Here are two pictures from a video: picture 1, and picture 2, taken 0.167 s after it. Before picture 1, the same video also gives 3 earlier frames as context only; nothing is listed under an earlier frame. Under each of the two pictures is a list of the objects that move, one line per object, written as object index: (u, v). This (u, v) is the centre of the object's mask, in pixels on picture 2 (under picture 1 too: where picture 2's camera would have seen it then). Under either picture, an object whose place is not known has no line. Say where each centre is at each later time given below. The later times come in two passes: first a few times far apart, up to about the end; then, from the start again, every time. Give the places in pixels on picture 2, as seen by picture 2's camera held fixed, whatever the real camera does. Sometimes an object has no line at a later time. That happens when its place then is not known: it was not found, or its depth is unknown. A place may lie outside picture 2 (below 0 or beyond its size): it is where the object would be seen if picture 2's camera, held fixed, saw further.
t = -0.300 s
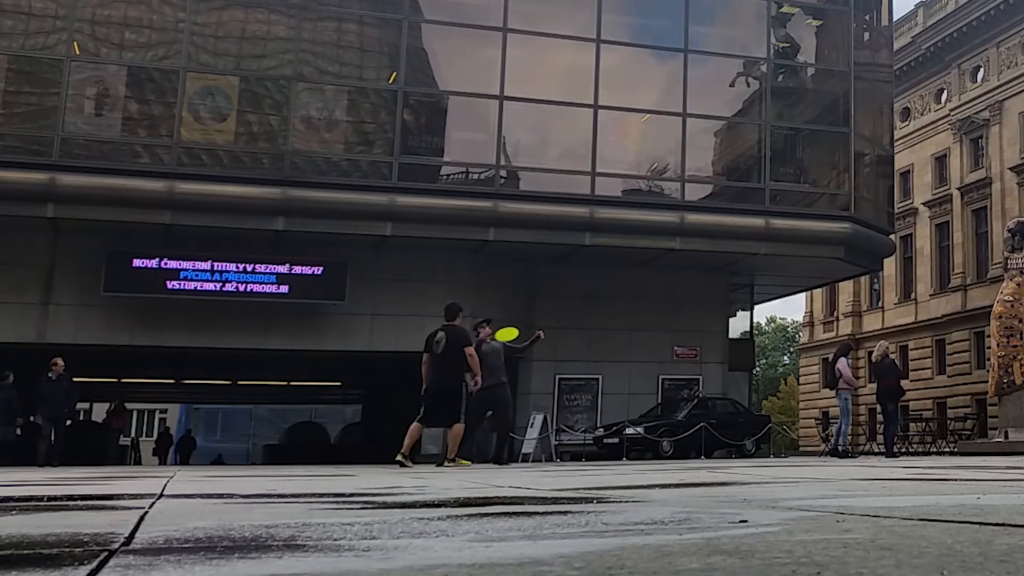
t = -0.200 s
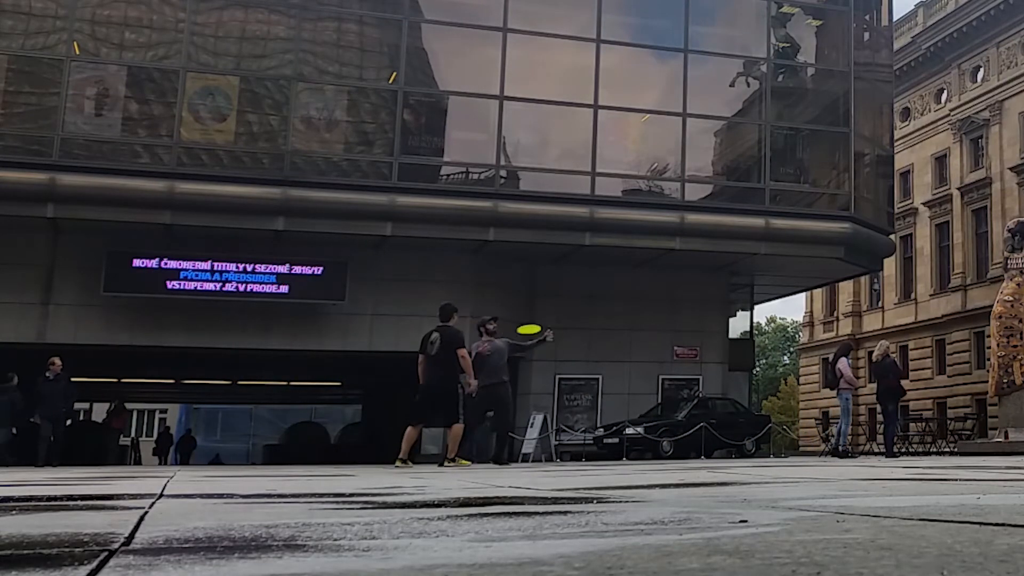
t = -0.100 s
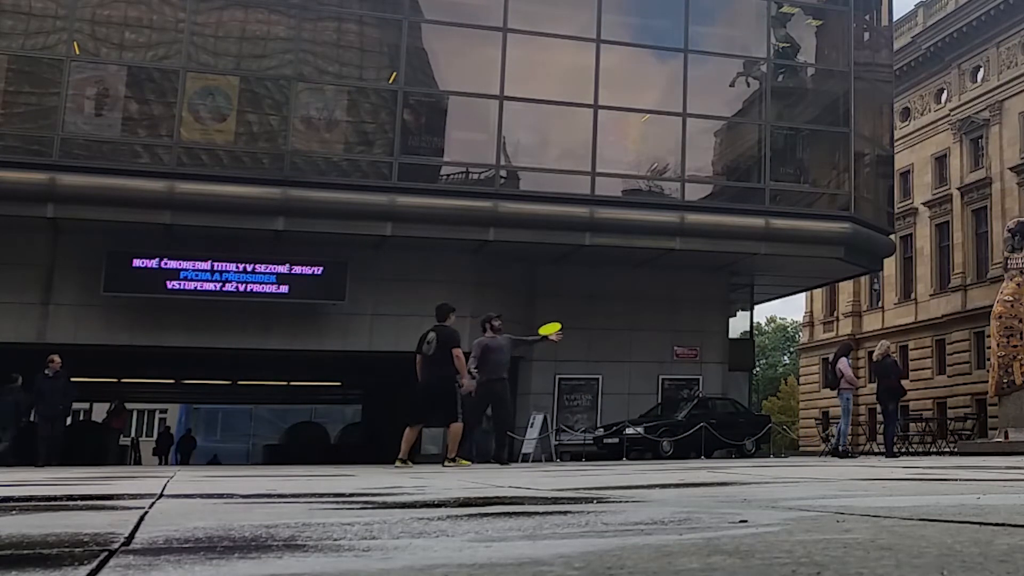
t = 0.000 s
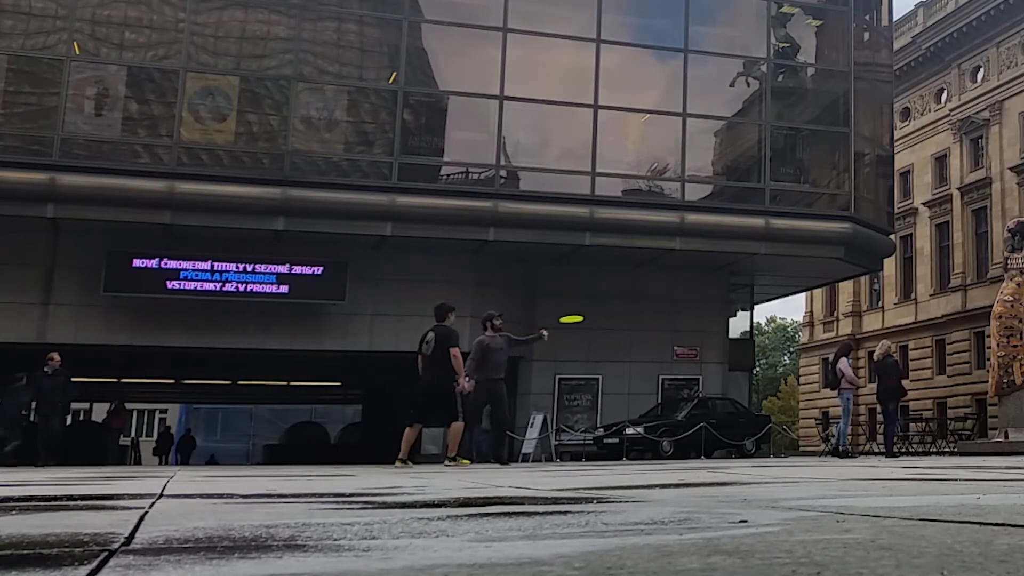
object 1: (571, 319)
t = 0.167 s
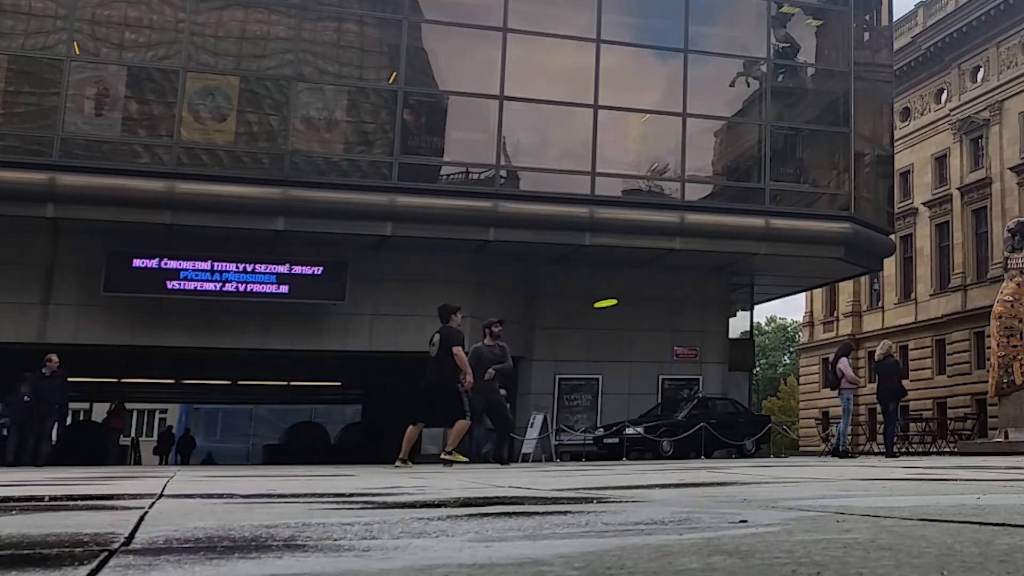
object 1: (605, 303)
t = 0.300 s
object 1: (630, 294)
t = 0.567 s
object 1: (670, 282)
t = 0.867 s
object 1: (697, 283)
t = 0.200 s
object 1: (612, 301)
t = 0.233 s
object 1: (618, 299)
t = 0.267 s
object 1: (624, 297)
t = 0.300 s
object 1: (630, 294)
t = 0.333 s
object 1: (636, 292)
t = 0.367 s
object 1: (641, 291)
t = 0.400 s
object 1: (647, 289)
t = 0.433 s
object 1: (652, 287)
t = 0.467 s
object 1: (657, 285)
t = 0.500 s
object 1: (661, 284)
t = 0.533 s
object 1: (666, 283)
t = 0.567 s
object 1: (670, 282)
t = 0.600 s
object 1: (674, 281)
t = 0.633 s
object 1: (678, 281)
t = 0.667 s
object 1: (681, 281)
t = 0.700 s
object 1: (685, 281)
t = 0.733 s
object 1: (688, 281)
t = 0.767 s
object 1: (690, 281)
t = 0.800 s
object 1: (693, 282)
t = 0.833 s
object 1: (695, 282)
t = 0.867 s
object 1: (697, 283)
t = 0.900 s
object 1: (699, 285)
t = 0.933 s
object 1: (701, 287)
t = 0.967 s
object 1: (702, 290)
